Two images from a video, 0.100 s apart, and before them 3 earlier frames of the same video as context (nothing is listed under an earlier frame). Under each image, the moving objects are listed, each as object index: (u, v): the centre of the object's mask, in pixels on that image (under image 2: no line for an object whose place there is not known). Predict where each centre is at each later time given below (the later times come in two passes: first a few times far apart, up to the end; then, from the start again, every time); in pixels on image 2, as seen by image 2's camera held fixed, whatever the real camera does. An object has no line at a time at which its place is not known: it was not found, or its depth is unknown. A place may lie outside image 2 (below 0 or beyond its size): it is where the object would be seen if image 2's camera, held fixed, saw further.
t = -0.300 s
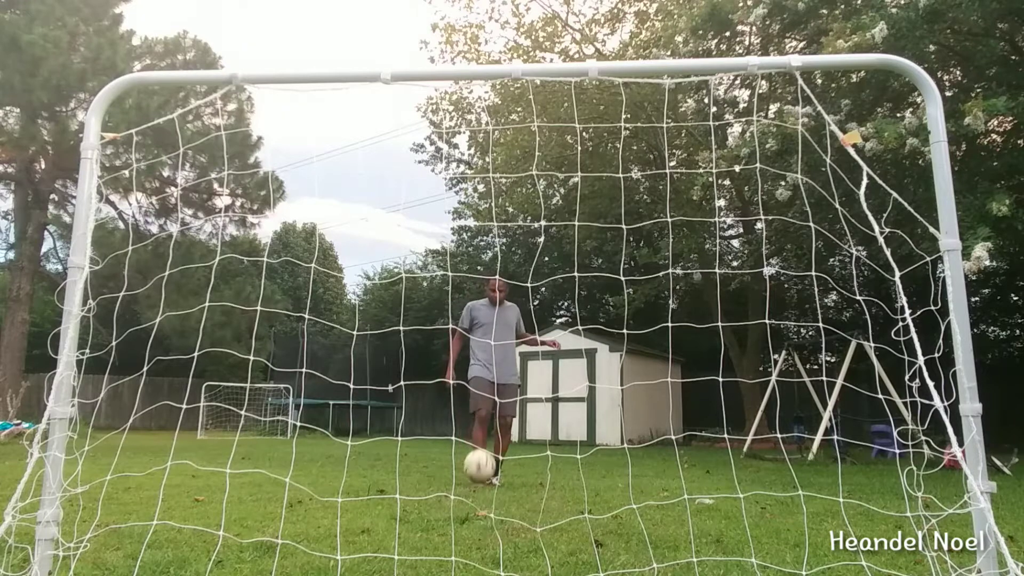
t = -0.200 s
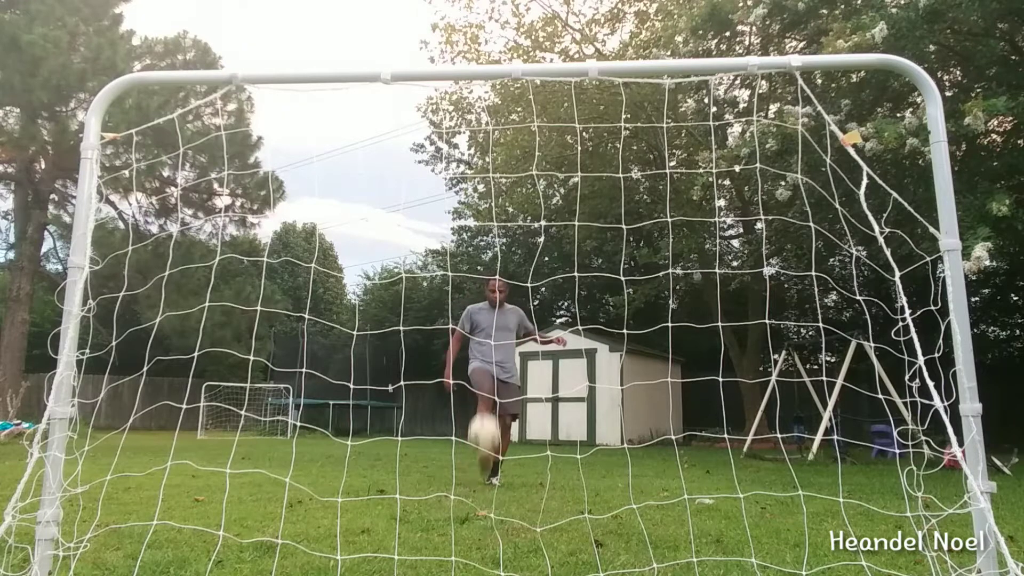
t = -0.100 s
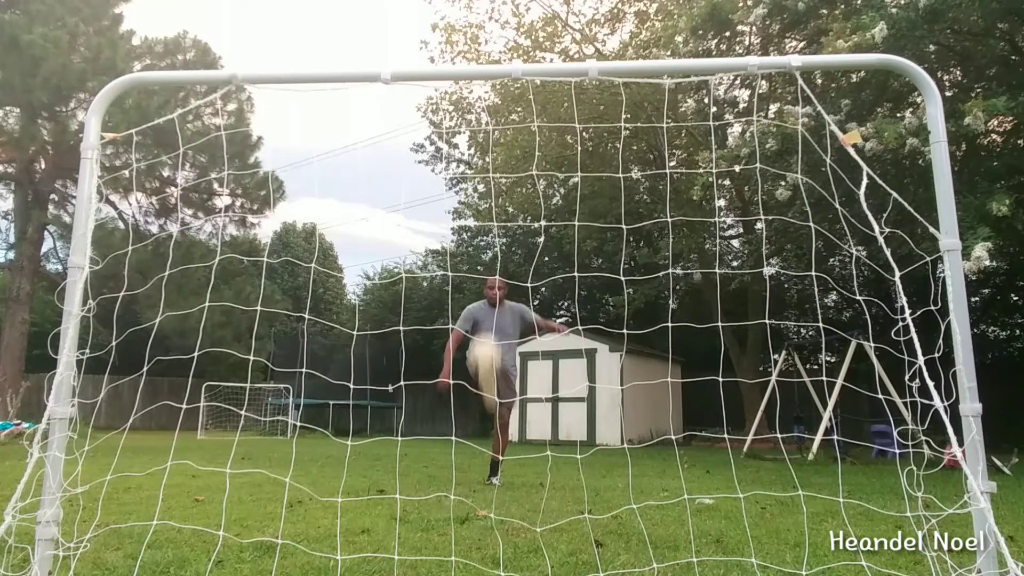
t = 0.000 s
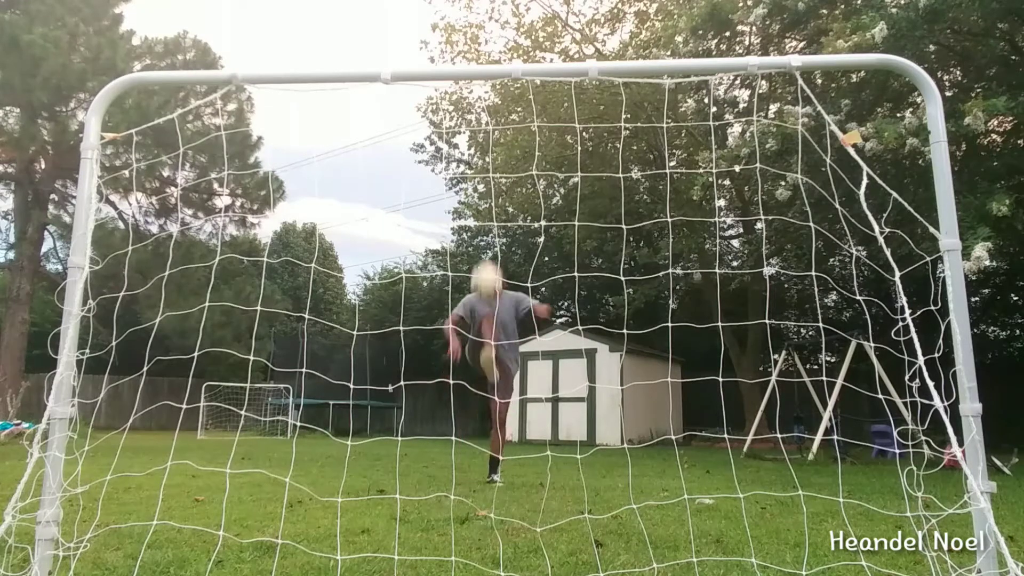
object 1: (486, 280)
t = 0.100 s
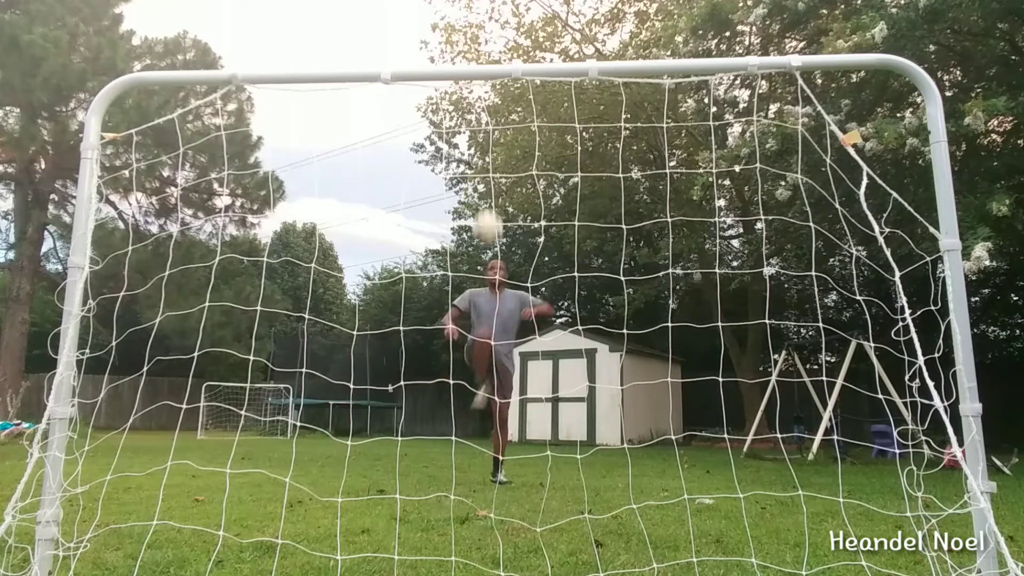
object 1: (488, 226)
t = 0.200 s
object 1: (488, 190)
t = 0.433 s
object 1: (489, 162)
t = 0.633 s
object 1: (489, 191)
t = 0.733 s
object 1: (489, 222)
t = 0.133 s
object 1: (488, 212)
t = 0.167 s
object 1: (488, 200)
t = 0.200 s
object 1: (488, 190)
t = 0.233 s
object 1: (488, 182)
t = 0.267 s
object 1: (489, 174)
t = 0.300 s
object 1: (489, 169)
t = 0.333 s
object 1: (488, 165)
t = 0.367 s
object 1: (489, 162)
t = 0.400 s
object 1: (489, 162)
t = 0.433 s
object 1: (489, 162)
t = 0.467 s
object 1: (489, 163)
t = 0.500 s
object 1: (489, 165)
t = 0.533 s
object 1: (489, 170)
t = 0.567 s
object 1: (489, 176)
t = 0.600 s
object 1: (489, 183)
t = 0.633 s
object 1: (489, 191)
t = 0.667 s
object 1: (490, 200)
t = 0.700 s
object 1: (489, 210)
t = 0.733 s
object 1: (489, 222)
